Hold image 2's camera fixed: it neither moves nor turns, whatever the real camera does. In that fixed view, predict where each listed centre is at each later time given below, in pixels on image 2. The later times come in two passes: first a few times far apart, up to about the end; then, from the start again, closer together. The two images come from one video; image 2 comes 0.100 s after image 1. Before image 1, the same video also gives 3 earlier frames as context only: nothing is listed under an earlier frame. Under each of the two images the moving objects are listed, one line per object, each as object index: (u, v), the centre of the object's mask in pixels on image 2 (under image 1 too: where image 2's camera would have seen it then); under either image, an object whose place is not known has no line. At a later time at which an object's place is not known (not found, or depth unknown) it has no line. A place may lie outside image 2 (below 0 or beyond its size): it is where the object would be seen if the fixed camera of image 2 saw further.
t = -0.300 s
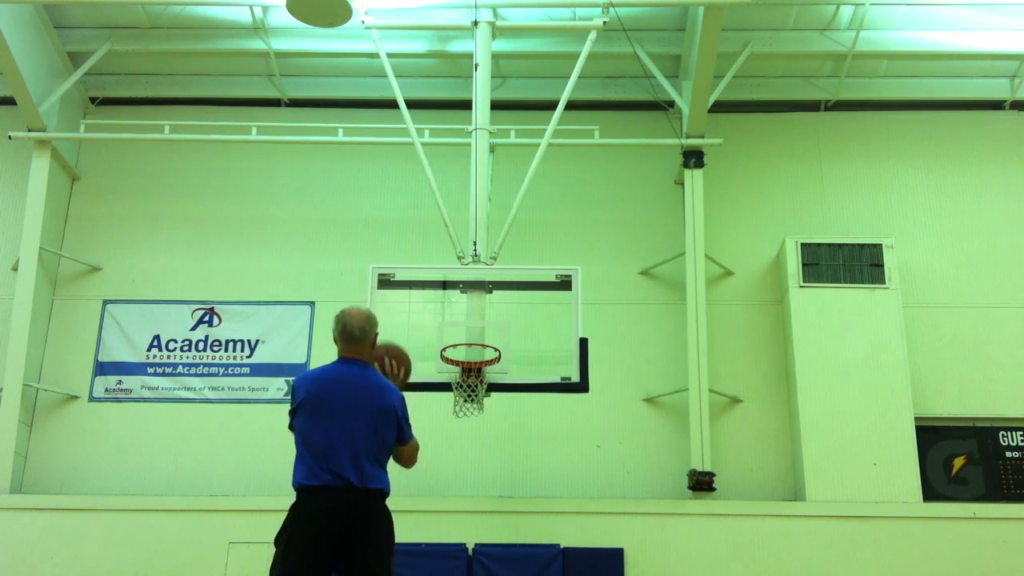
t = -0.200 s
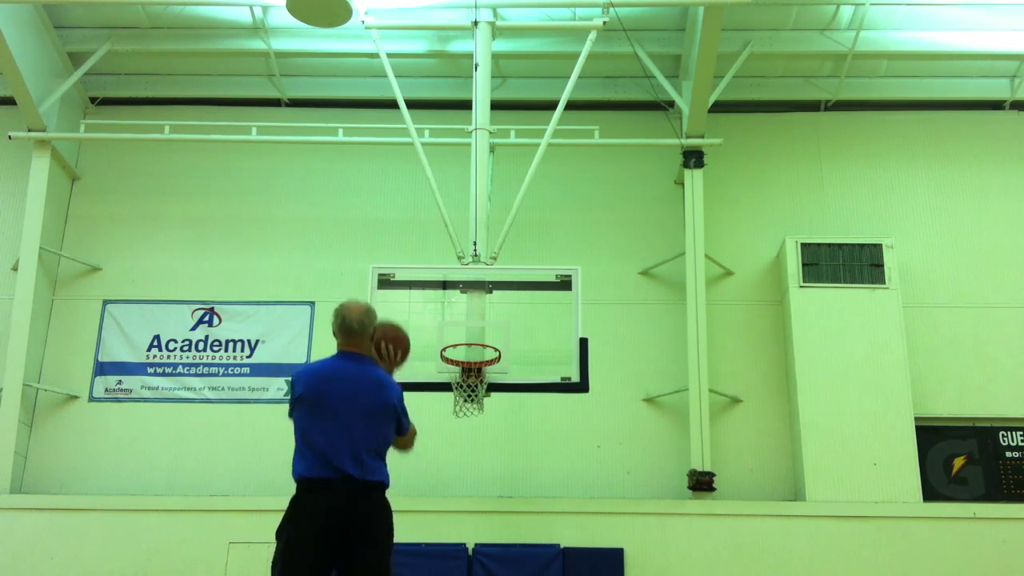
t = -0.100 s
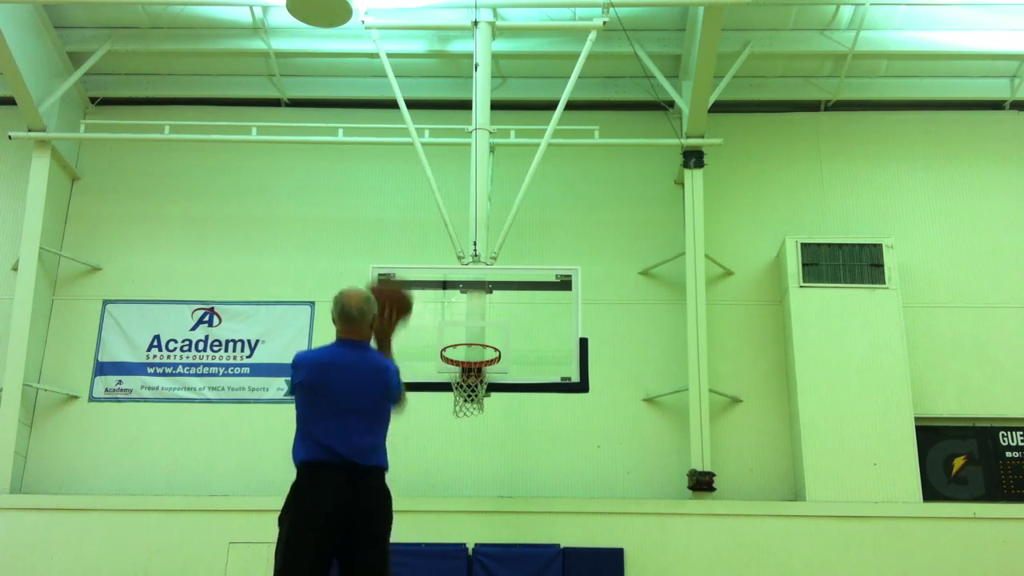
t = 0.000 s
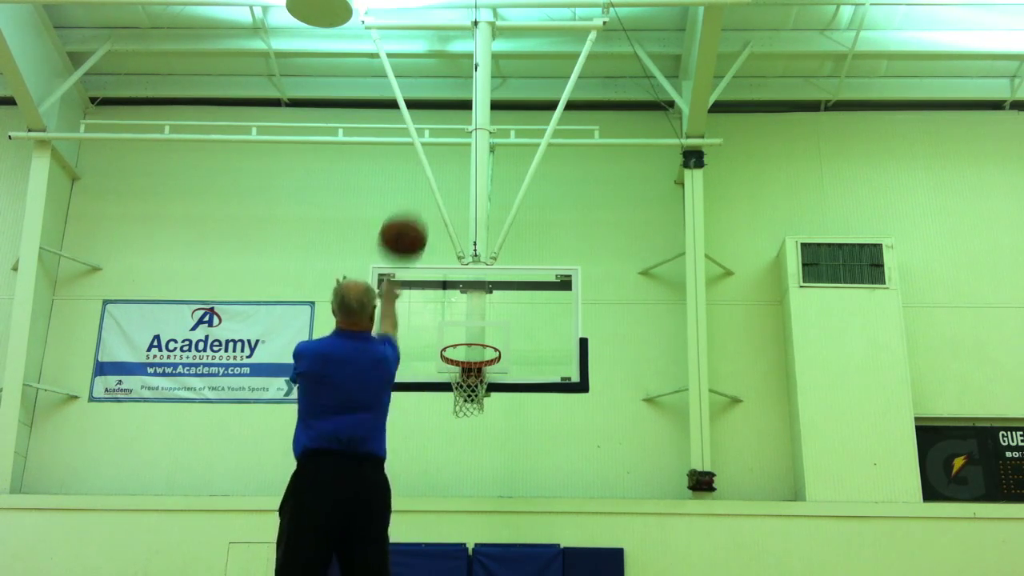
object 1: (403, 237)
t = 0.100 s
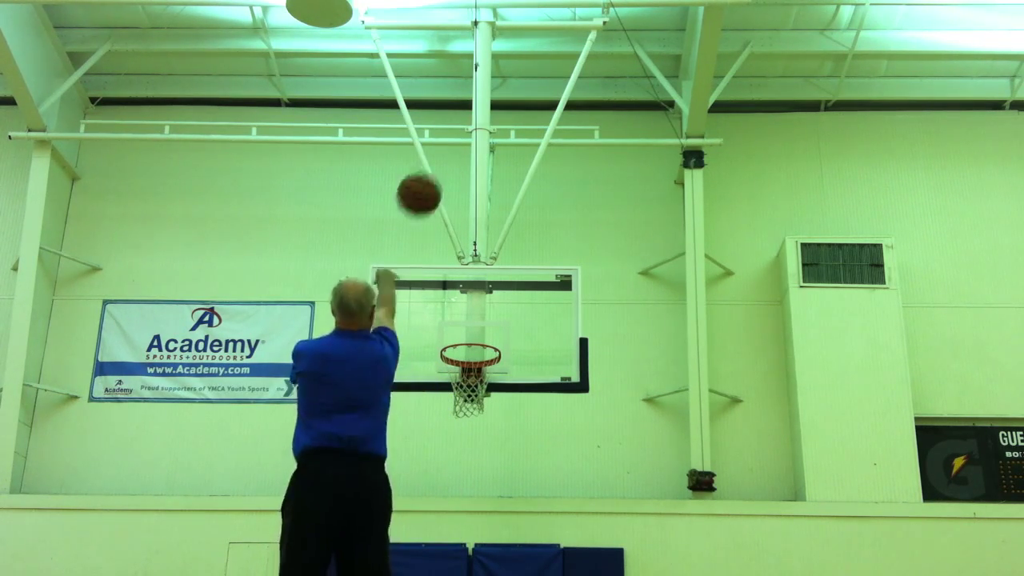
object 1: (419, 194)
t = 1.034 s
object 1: (456, 406)
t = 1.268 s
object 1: (415, 504)
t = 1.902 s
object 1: (346, 558)
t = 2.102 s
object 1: (336, 528)
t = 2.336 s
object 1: (312, 559)
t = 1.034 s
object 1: (456, 406)
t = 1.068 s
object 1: (452, 412)
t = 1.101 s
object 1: (447, 423)
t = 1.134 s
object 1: (442, 435)
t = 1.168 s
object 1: (434, 449)
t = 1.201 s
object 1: (428, 465)
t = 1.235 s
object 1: (422, 483)
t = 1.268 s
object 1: (415, 504)
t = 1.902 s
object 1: (346, 558)
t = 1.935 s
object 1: (344, 549)
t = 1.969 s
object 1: (343, 543)
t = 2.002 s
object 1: (341, 536)
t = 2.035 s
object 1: (340, 530)
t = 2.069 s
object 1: (338, 528)
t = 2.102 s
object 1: (336, 528)
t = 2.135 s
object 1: (333, 526)
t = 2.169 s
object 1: (330, 529)
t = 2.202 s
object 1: (325, 531)
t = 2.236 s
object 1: (322, 536)
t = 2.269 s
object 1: (318, 539)
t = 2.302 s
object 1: (316, 550)
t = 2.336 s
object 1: (312, 559)
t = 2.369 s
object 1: (310, 565)
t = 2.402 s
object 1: (306, 570)
